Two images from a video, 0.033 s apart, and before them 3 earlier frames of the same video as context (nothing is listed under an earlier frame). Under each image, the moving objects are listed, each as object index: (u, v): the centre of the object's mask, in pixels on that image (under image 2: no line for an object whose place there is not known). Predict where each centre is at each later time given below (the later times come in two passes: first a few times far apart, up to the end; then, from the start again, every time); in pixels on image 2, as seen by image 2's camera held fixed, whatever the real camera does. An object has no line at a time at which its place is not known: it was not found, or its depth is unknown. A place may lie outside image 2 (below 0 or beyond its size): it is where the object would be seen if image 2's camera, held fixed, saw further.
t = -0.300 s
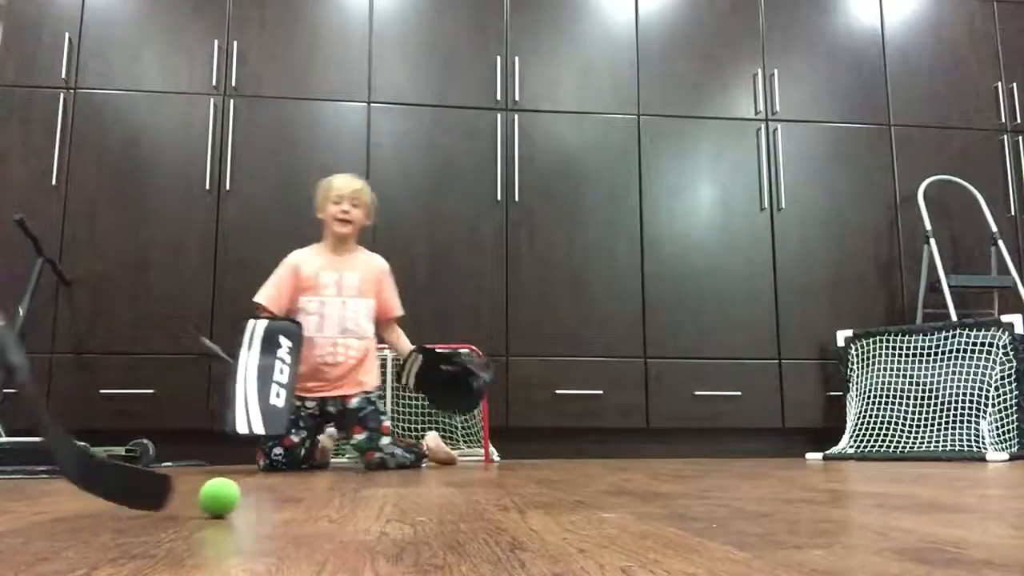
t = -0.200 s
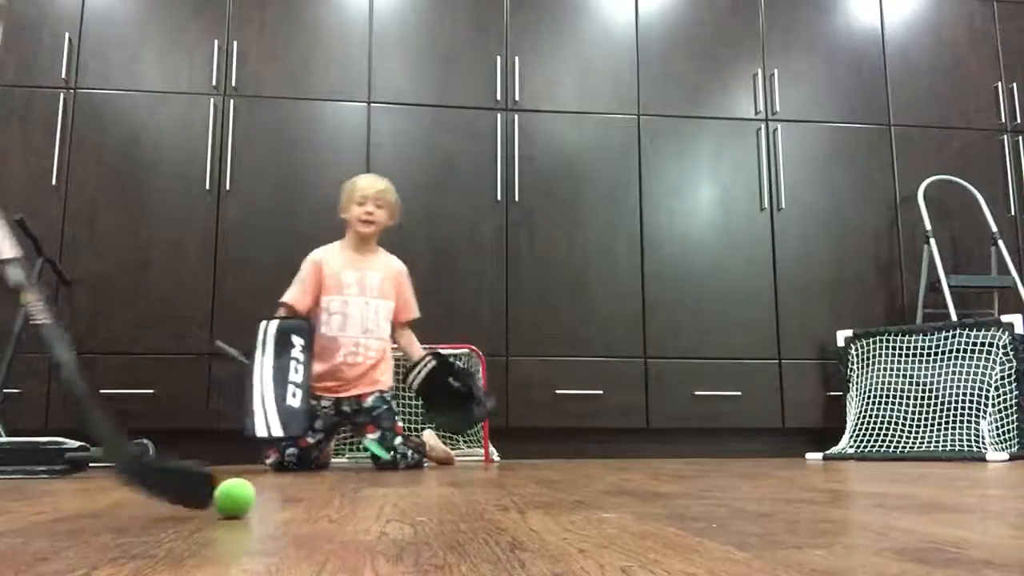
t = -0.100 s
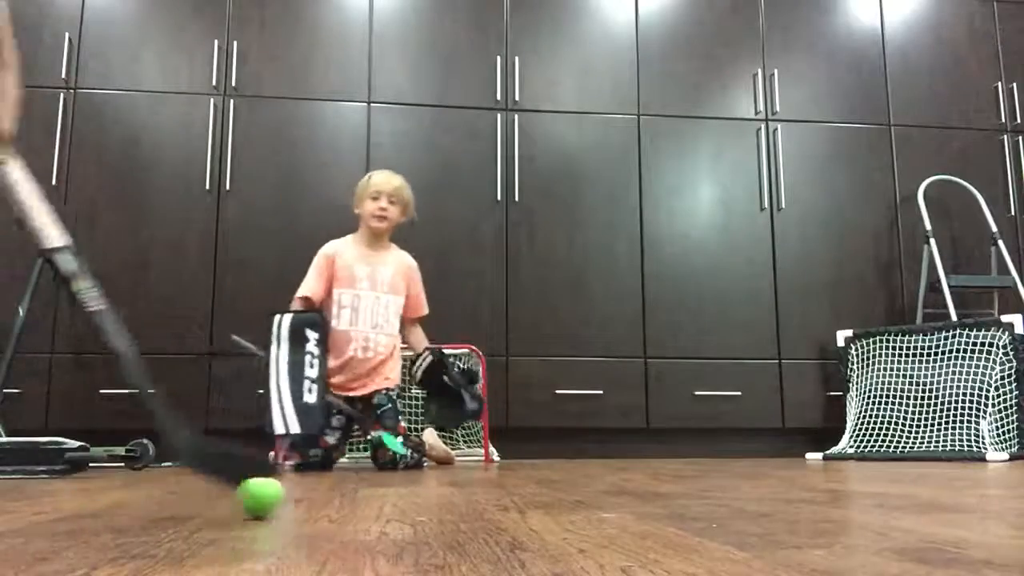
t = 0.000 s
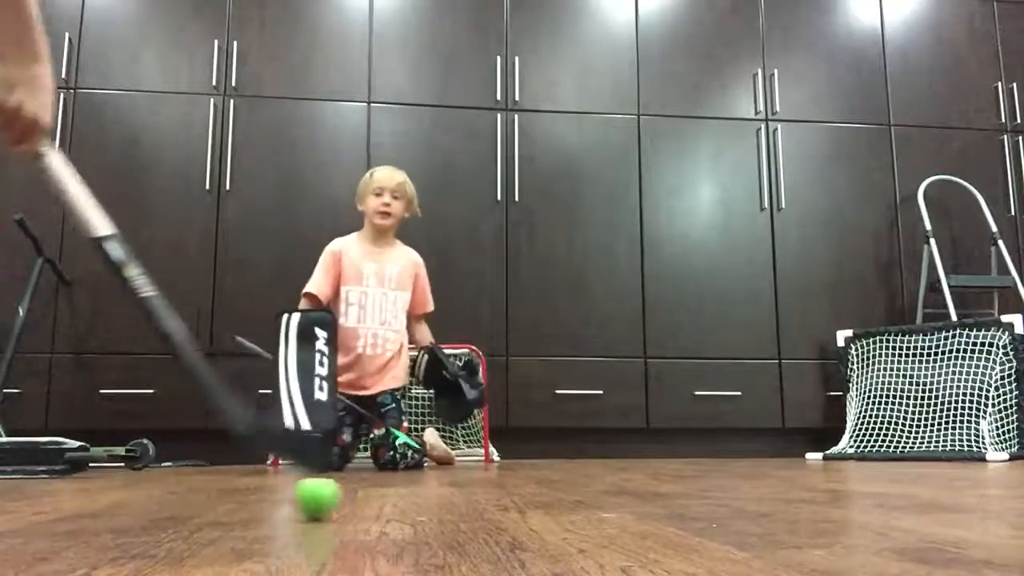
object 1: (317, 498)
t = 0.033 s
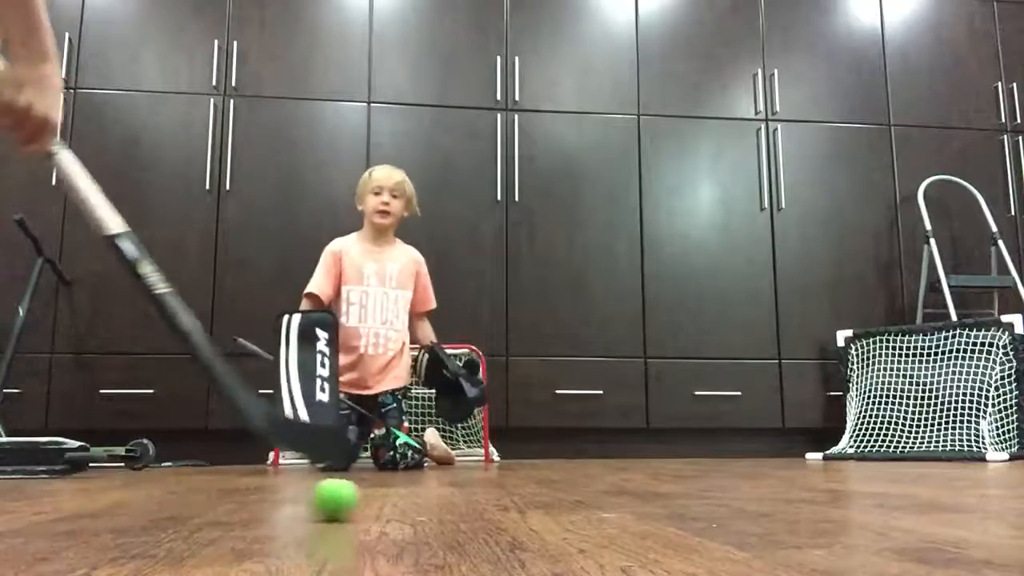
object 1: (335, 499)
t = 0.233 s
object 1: (450, 501)
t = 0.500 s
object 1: (607, 504)
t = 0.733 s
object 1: (751, 506)
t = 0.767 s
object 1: (772, 507)
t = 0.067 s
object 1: (354, 500)
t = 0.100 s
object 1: (372, 499)
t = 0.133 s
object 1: (392, 500)
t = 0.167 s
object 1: (411, 500)
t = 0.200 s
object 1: (430, 500)
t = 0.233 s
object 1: (450, 501)
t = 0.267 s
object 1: (468, 502)
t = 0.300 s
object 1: (487, 502)
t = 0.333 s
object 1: (508, 502)
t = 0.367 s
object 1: (527, 503)
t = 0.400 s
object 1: (547, 503)
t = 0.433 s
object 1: (567, 503)
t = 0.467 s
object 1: (587, 504)
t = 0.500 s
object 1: (607, 504)
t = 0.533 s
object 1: (627, 504)
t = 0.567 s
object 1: (648, 504)
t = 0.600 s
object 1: (669, 505)
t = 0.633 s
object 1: (690, 505)
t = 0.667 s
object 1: (710, 505)
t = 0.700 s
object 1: (730, 506)
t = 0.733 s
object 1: (751, 506)
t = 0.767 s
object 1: (772, 507)
